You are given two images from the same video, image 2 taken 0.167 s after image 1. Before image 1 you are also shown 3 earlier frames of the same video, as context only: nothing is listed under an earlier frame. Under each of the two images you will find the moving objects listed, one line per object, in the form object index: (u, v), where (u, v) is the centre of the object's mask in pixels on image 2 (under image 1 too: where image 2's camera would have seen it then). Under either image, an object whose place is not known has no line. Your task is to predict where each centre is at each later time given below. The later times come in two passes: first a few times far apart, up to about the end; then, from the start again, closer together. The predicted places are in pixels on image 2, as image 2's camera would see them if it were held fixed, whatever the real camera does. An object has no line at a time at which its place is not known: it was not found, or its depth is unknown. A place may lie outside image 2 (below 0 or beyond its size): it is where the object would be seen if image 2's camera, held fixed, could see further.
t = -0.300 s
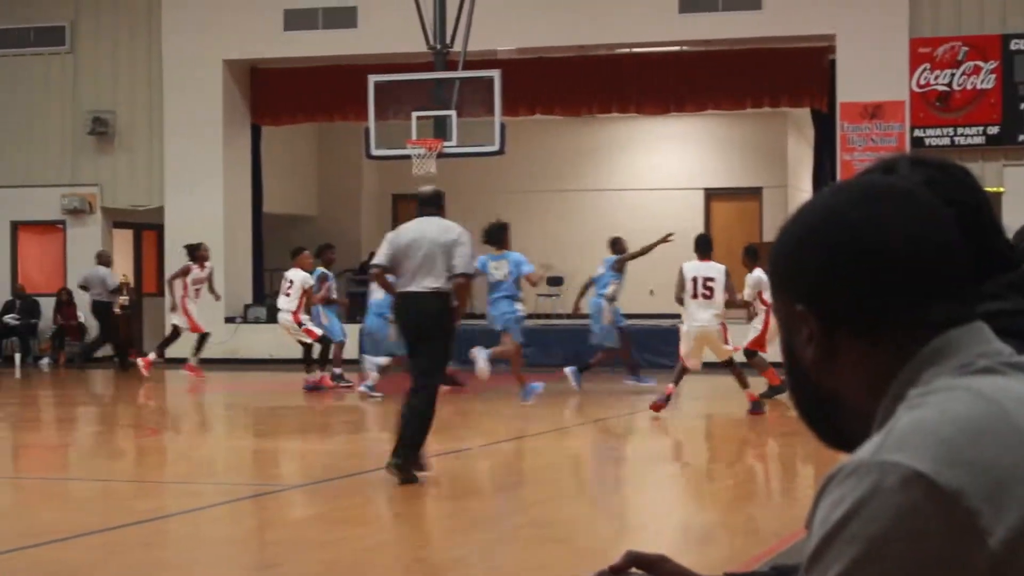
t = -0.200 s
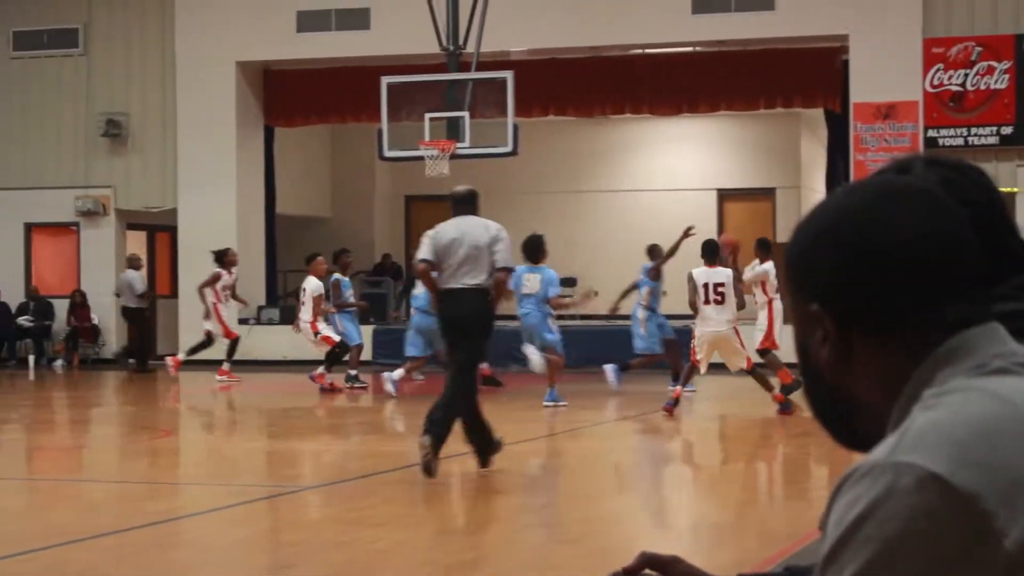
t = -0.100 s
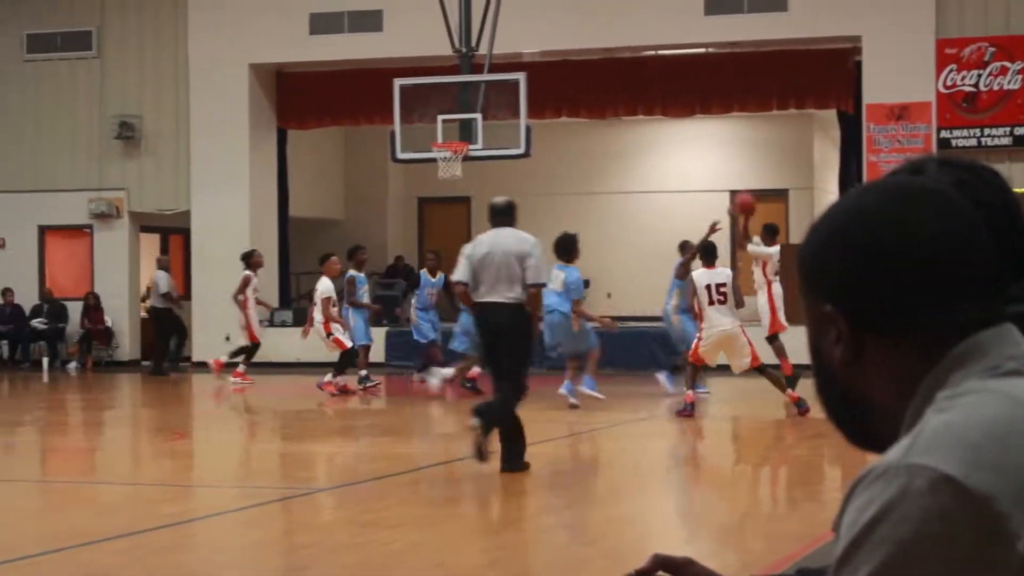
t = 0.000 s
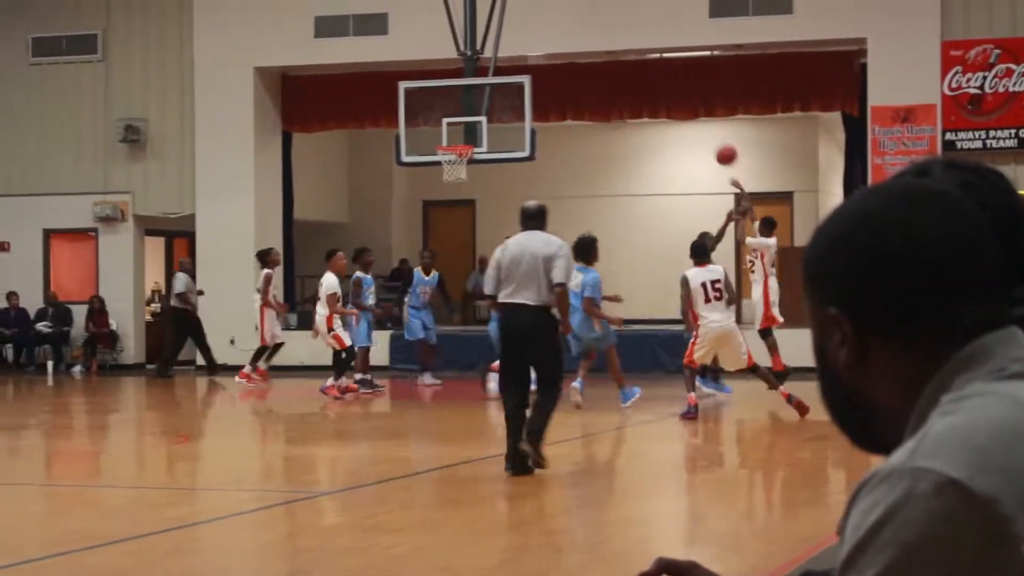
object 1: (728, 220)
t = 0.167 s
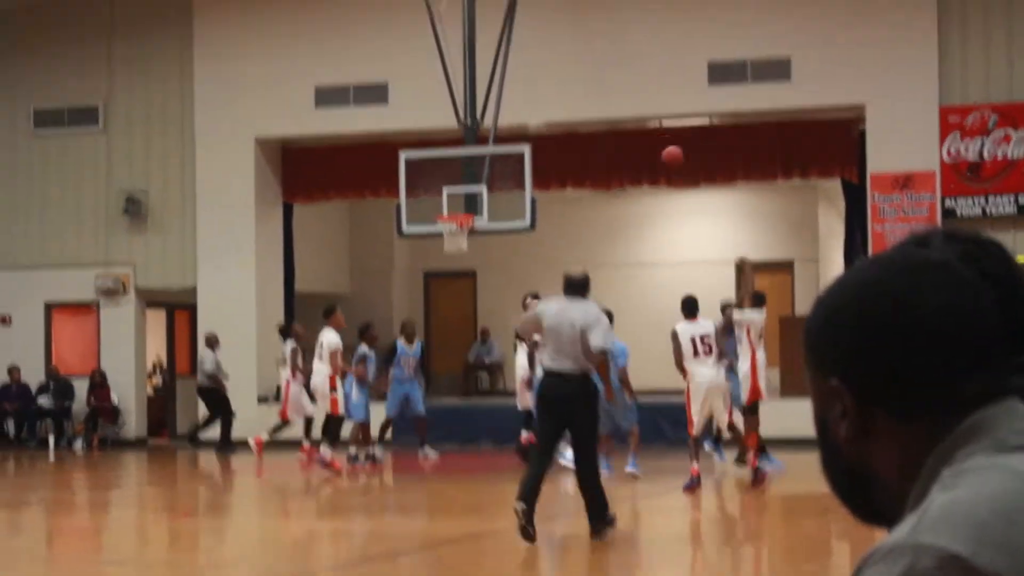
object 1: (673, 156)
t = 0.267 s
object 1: (643, 131)
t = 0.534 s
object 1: (572, 105)
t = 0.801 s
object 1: (511, 135)
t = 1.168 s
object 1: (451, 245)
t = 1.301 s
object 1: (446, 283)
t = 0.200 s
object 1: (663, 146)
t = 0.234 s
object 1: (653, 138)
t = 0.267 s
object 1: (643, 131)
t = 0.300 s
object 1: (633, 123)
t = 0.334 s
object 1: (624, 119)
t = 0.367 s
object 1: (615, 113)
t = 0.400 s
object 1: (607, 111)
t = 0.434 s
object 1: (597, 108)
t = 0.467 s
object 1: (589, 106)
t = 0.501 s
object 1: (581, 105)
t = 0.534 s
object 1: (572, 105)
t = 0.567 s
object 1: (564, 106)
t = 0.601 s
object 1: (556, 108)
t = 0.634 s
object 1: (549, 110)
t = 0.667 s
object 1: (541, 114)
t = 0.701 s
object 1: (533, 118)
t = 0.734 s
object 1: (526, 123)
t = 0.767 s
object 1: (519, 129)
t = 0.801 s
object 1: (511, 135)
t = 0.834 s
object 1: (505, 142)
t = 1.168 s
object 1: (451, 245)
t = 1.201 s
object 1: (450, 254)
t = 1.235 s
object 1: (449, 264)
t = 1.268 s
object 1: (448, 273)
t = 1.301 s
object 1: (446, 283)
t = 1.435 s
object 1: (441, 338)
